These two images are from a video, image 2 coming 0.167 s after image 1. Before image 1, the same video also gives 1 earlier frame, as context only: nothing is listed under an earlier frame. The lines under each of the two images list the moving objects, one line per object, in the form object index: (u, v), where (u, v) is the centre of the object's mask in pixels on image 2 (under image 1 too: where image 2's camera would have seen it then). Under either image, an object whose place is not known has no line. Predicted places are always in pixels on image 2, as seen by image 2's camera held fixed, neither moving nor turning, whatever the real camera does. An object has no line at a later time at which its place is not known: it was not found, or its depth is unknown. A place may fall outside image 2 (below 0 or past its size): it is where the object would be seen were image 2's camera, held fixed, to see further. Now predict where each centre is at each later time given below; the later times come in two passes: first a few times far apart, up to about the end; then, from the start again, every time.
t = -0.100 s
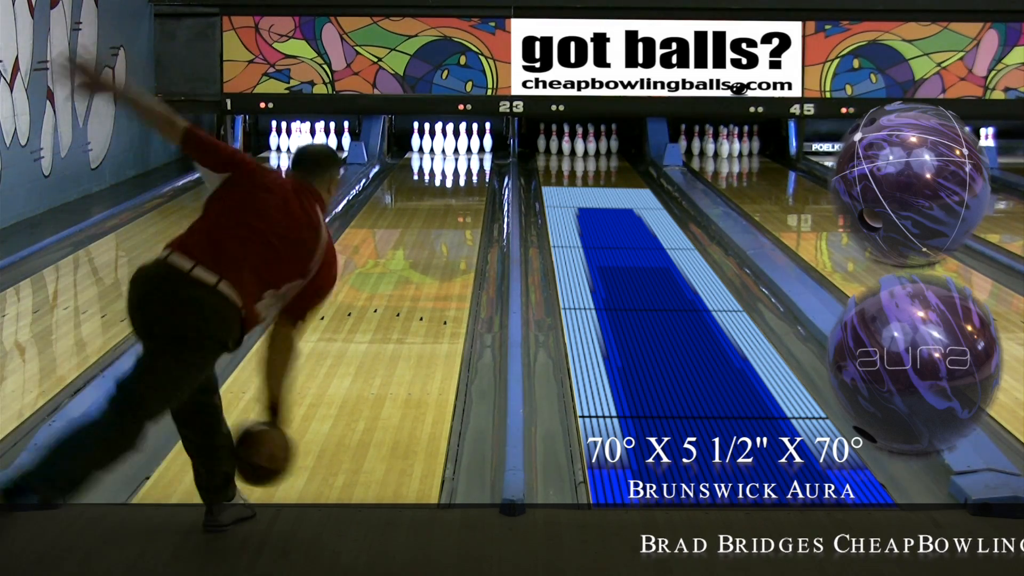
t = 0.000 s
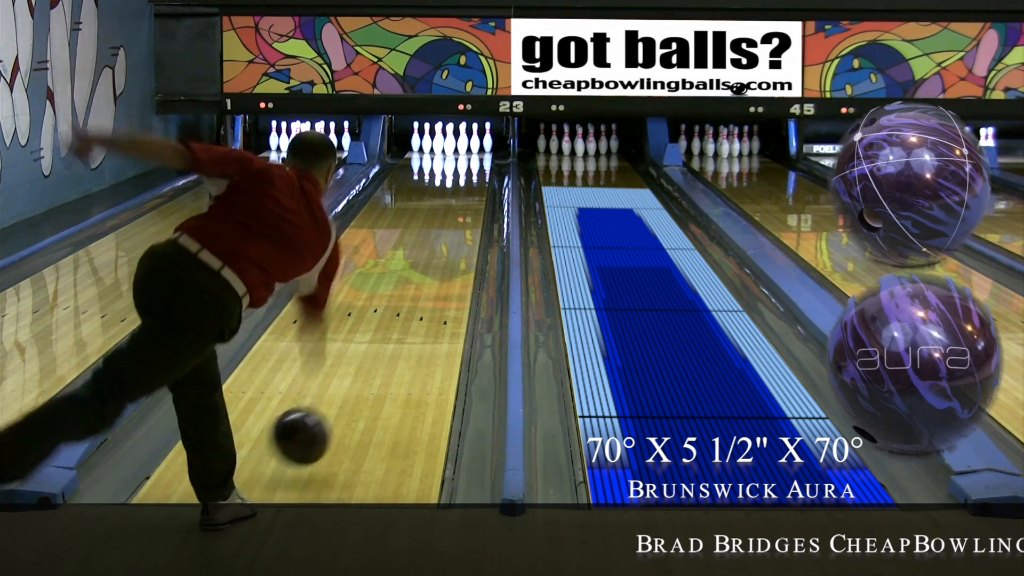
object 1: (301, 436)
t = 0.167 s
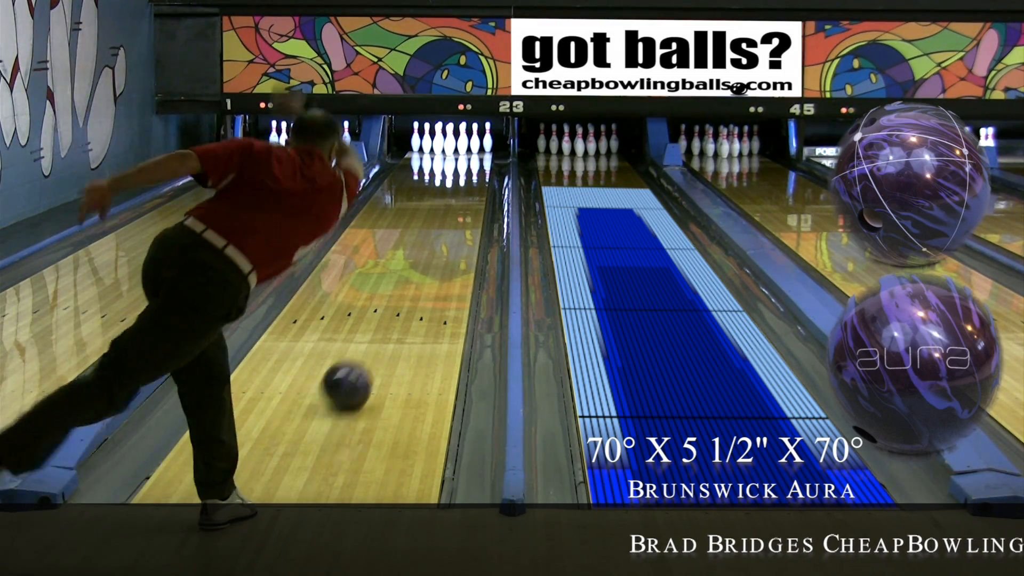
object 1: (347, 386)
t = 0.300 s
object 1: (374, 346)
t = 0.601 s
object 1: (416, 283)
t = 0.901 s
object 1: (444, 239)
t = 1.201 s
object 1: (462, 209)
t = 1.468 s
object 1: (471, 189)
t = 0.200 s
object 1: (354, 375)
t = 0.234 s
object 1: (361, 365)
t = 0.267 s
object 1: (367, 355)
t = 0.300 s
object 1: (374, 346)
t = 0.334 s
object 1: (380, 337)
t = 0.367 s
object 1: (385, 329)
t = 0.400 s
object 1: (390, 321)
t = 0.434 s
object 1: (395, 314)
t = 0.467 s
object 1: (400, 307)
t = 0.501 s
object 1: (404, 301)
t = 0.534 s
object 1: (408, 295)
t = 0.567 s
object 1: (412, 289)
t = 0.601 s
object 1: (416, 283)
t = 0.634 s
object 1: (420, 277)
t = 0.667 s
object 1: (423, 271)
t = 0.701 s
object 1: (427, 266)
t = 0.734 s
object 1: (429, 262)
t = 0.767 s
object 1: (432, 257)
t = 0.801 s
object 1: (436, 252)
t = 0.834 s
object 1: (438, 248)
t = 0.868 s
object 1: (441, 244)
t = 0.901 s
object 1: (444, 239)
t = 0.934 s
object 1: (446, 236)
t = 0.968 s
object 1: (448, 232)
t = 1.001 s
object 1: (450, 229)
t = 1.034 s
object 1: (453, 225)
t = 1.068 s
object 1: (454, 222)
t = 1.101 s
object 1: (456, 219)
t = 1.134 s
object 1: (458, 215)
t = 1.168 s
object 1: (460, 212)
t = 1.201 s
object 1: (462, 209)
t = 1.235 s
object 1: (463, 206)
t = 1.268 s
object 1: (464, 204)
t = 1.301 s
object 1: (466, 202)
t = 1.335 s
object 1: (467, 199)
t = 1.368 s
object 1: (468, 197)
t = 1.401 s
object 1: (469, 194)
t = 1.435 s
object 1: (470, 192)
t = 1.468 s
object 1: (471, 189)
